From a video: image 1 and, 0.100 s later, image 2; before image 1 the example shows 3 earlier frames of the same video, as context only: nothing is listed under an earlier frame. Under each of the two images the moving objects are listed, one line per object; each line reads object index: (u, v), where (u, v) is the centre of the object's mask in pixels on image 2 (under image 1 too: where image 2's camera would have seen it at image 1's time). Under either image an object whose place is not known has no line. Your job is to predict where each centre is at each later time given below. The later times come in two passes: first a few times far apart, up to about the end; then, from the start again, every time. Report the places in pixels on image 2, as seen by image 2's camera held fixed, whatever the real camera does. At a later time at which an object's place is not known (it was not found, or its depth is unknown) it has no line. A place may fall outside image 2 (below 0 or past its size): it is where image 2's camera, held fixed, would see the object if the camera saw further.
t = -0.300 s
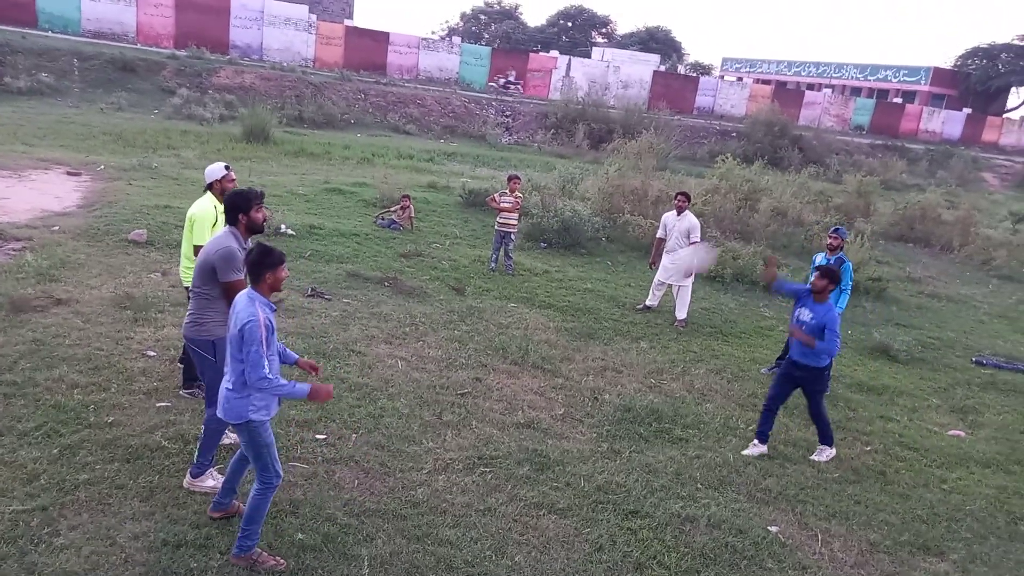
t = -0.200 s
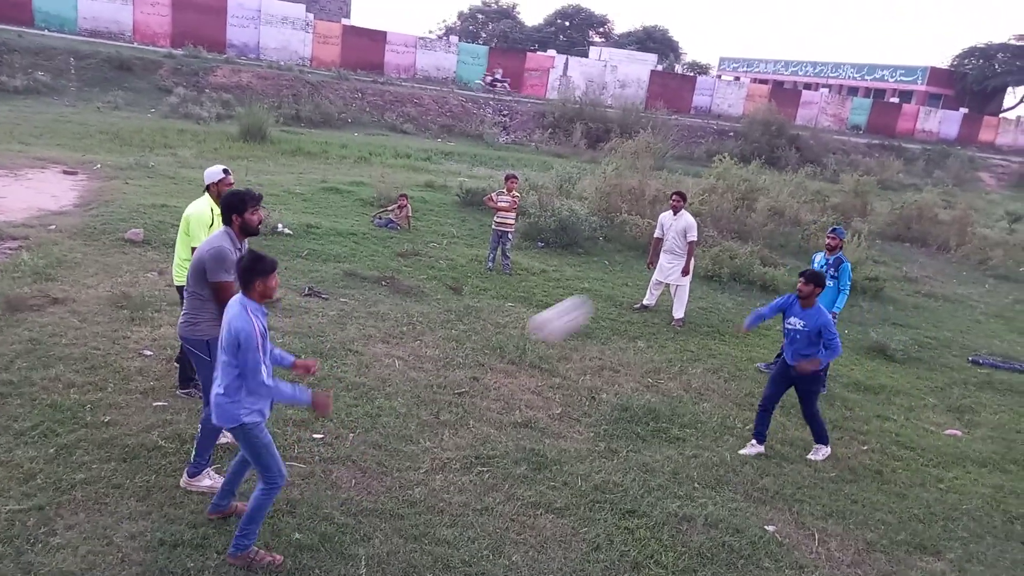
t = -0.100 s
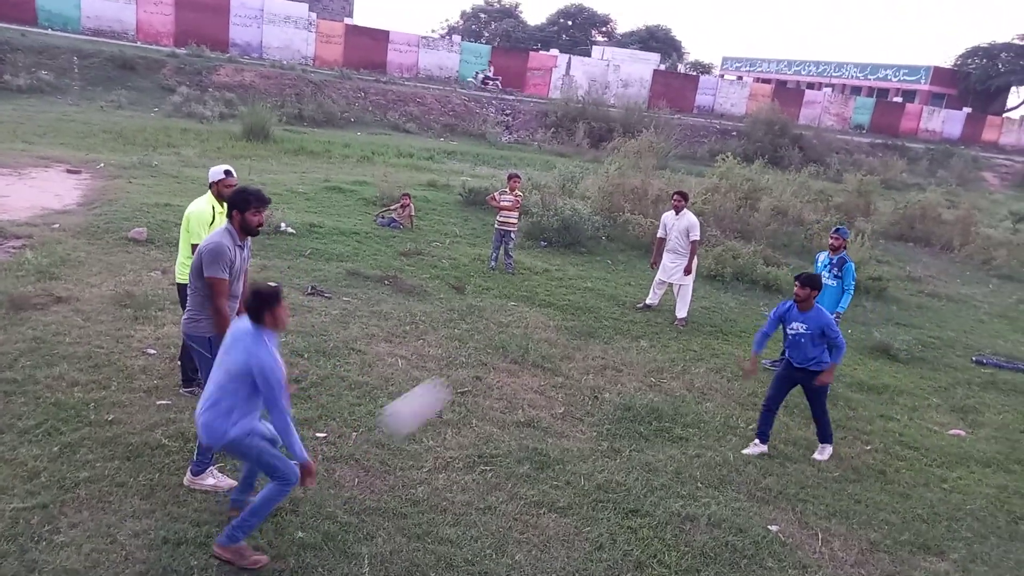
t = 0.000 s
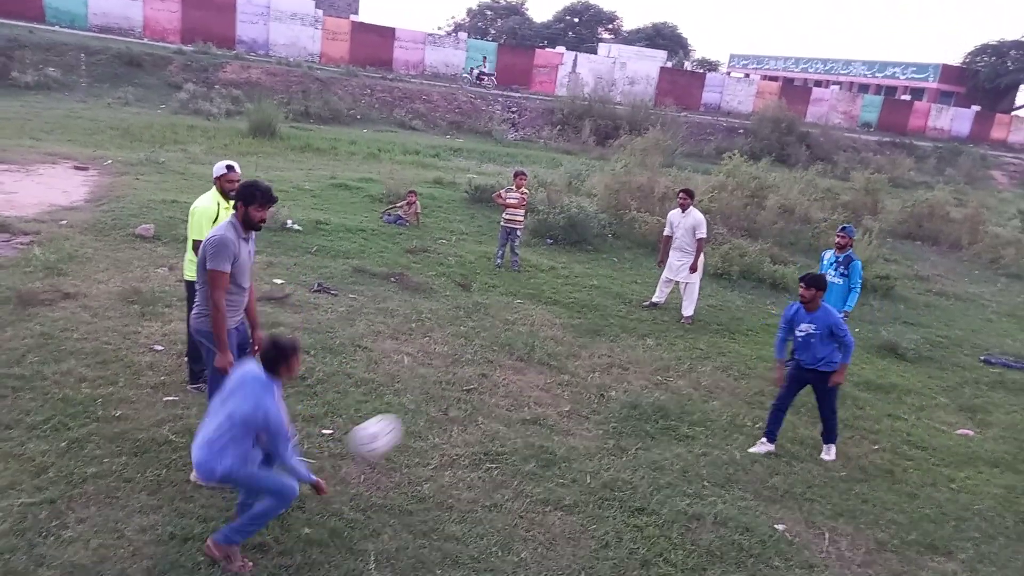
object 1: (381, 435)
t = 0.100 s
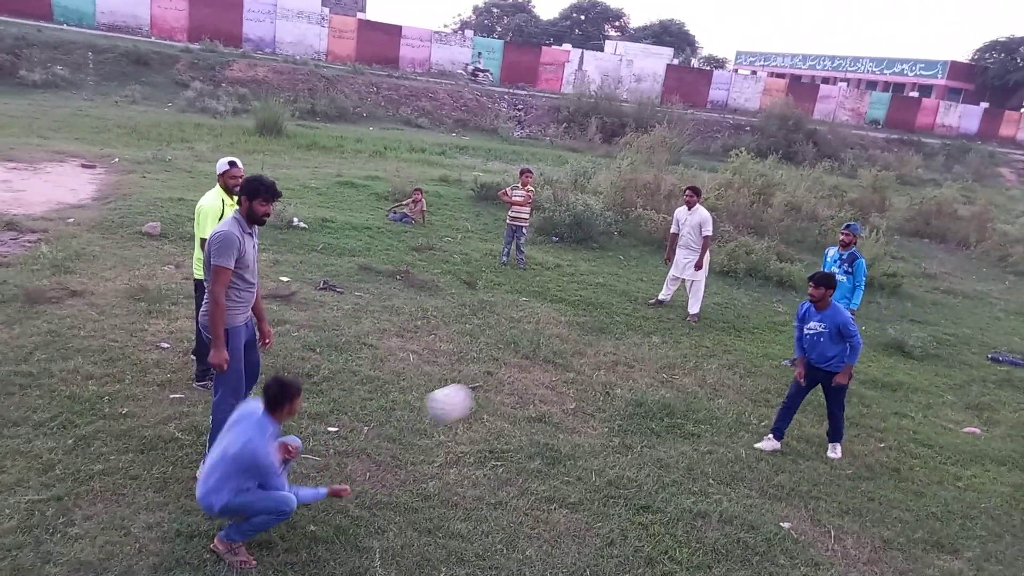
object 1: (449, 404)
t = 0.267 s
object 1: (546, 387)
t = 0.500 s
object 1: (645, 424)
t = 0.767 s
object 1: (693, 404)
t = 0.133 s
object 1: (470, 397)
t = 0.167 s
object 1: (491, 392)
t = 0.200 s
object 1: (511, 389)
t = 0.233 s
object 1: (528, 387)
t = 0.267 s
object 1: (546, 387)
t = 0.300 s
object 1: (562, 389)
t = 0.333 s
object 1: (578, 393)
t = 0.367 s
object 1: (594, 396)
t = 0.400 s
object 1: (608, 402)
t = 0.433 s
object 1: (622, 407)
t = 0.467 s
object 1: (633, 415)
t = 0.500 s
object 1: (645, 424)
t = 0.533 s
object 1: (657, 434)
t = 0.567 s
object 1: (668, 441)
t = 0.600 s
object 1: (673, 433)
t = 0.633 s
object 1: (678, 425)
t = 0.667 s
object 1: (682, 417)
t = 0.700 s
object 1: (686, 413)
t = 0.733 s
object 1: (690, 407)
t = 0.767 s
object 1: (693, 404)
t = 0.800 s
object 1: (697, 401)
